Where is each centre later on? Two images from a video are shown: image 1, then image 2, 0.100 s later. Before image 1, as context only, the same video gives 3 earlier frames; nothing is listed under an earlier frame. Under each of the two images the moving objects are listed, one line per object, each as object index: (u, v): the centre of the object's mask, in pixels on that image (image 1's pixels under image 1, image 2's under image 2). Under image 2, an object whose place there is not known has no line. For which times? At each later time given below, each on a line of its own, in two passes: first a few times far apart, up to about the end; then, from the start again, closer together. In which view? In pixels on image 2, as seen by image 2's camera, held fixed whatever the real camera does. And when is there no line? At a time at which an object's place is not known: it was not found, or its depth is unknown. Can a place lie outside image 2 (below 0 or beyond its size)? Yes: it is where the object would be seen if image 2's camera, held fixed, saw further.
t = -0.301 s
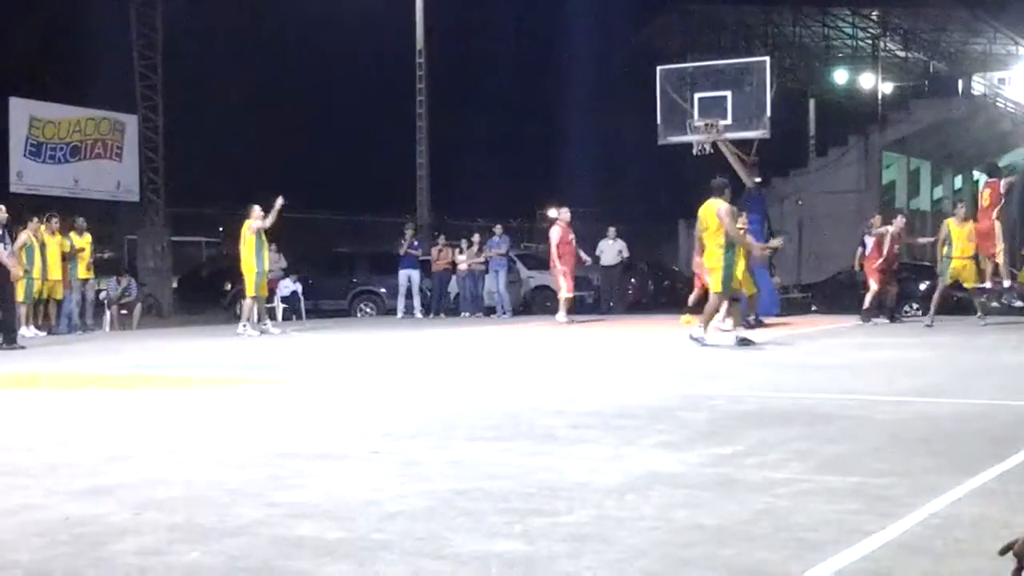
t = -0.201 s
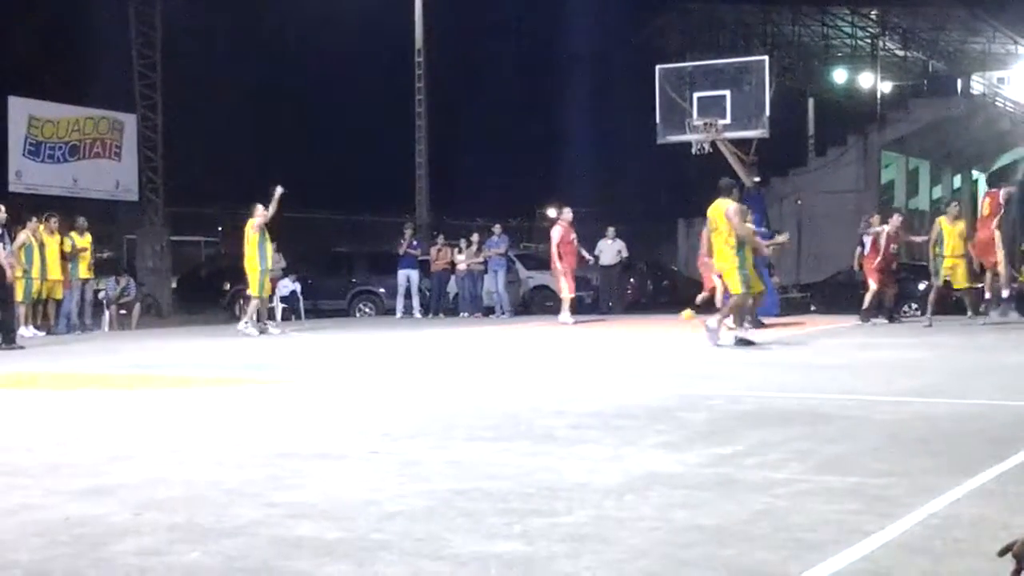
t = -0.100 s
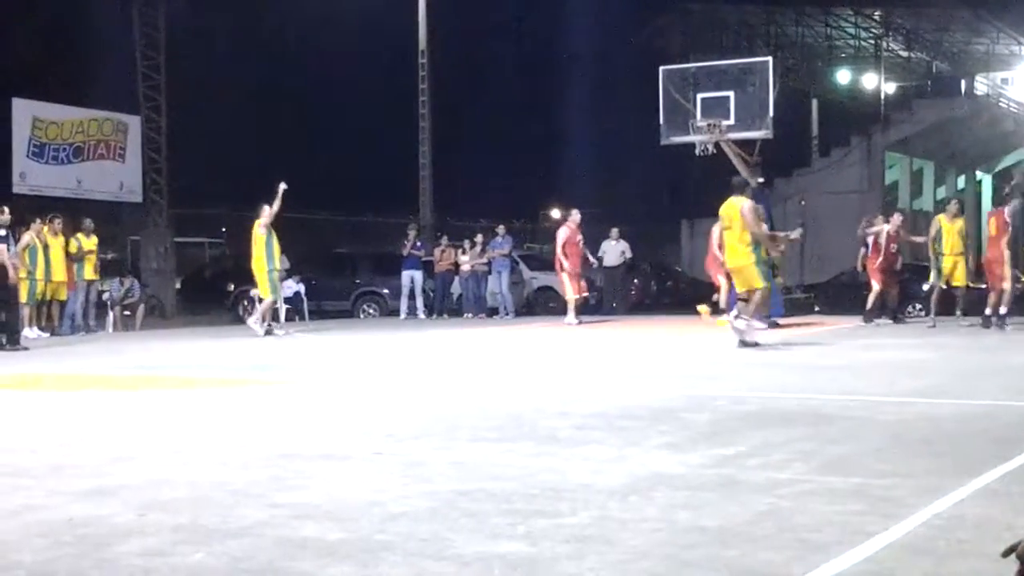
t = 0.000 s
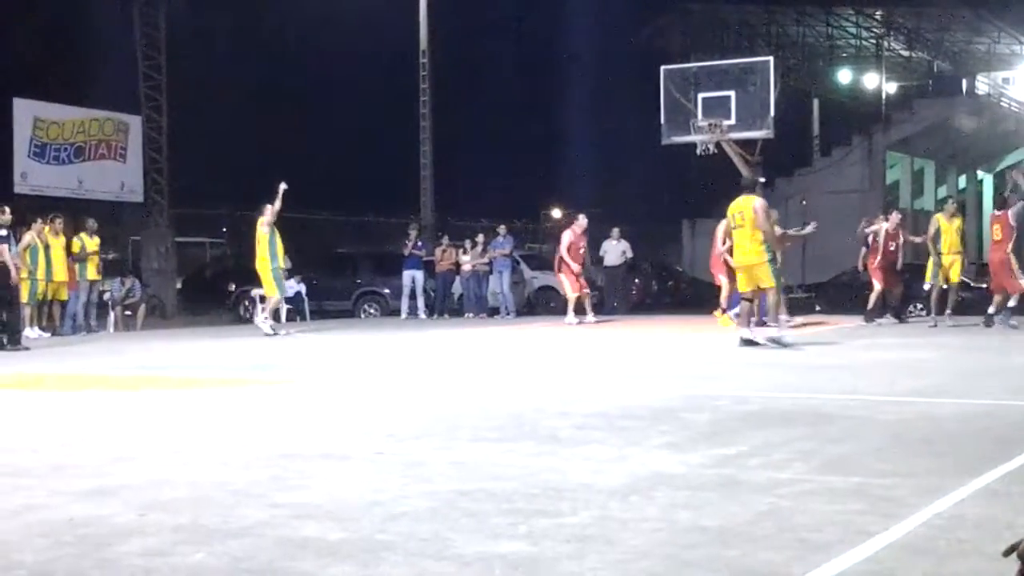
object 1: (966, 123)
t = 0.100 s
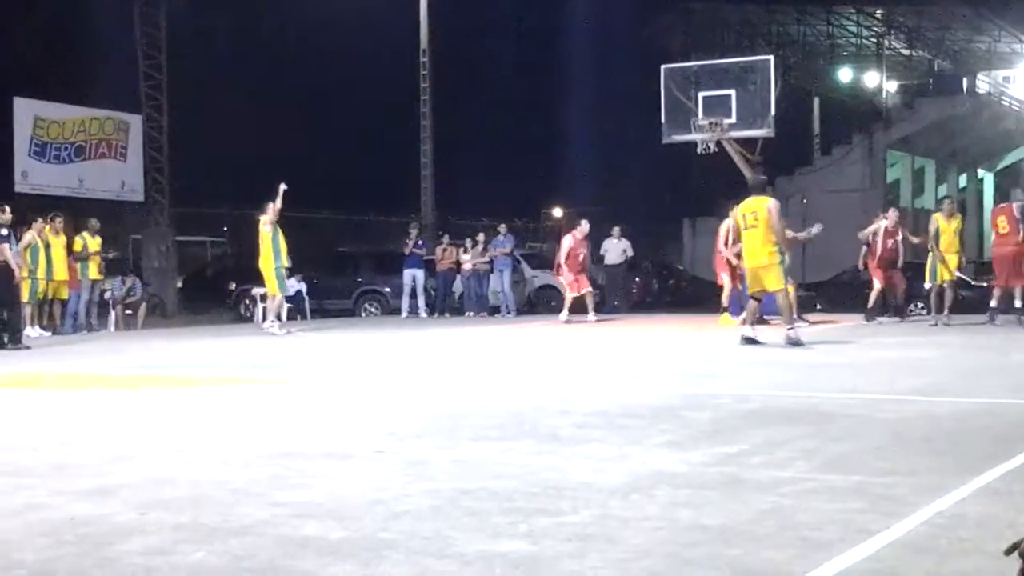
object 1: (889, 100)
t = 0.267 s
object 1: (759, 79)
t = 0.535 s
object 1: (561, 88)
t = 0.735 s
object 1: (418, 128)
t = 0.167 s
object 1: (837, 89)
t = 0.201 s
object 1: (812, 85)
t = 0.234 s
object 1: (787, 81)
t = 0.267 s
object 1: (759, 79)
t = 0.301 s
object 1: (735, 75)
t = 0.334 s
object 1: (710, 75)
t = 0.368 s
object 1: (685, 75)
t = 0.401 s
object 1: (659, 77)
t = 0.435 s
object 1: (637, 79)
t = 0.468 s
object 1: (612, 81)
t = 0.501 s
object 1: (587, 84)
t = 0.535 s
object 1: (561, 88)
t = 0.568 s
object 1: (538, 92)
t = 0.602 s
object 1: (515, 98)
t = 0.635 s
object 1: (490, 104)
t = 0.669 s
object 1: (466, 111)
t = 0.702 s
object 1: (442, 118)
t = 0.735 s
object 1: (418, 128)
